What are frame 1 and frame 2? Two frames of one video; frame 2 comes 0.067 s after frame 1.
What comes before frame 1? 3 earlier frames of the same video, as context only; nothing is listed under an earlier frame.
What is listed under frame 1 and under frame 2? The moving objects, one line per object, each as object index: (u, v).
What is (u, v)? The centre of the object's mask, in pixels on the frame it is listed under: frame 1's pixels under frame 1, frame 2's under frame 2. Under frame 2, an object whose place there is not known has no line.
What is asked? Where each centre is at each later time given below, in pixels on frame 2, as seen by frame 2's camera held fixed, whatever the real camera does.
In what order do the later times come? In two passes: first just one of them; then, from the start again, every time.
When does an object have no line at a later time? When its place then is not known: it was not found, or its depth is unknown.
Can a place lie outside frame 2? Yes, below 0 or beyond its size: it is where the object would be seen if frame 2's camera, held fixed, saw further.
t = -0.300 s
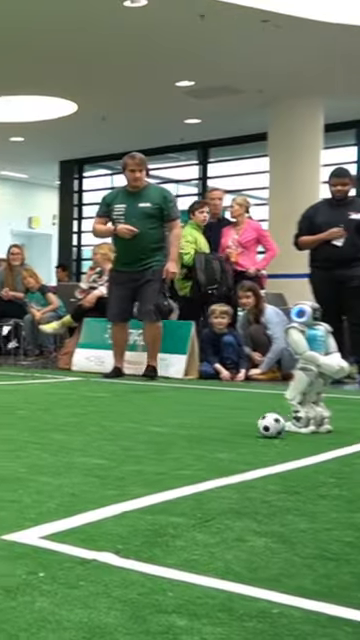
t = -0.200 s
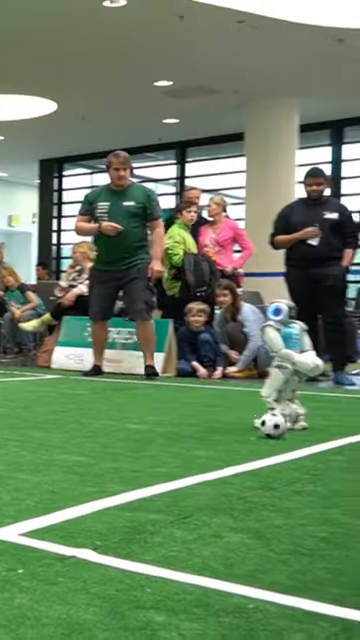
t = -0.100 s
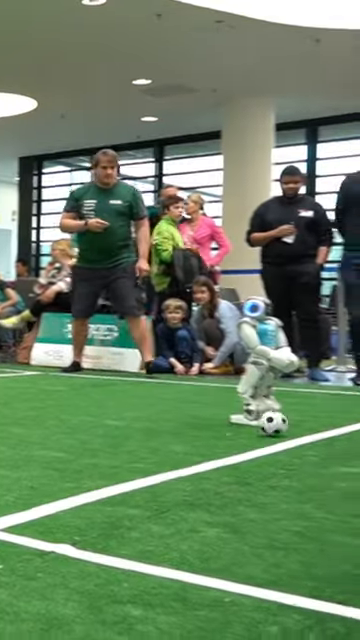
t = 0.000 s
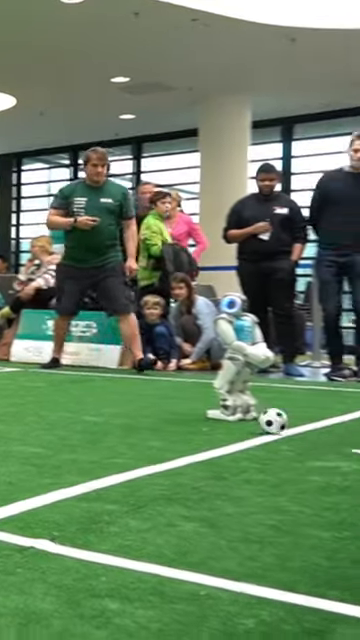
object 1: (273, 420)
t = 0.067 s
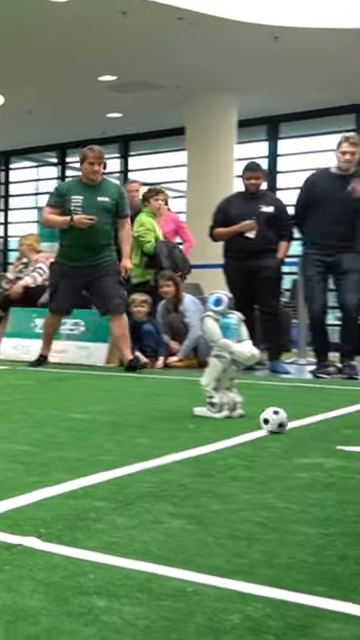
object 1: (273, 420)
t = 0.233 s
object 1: (307, 423)
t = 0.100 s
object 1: (282, 420)
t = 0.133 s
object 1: (286, 420)
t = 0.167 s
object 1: (294, 421)
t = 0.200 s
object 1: (303, 422)
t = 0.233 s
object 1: (307, 423)
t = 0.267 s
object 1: (314, 424)
